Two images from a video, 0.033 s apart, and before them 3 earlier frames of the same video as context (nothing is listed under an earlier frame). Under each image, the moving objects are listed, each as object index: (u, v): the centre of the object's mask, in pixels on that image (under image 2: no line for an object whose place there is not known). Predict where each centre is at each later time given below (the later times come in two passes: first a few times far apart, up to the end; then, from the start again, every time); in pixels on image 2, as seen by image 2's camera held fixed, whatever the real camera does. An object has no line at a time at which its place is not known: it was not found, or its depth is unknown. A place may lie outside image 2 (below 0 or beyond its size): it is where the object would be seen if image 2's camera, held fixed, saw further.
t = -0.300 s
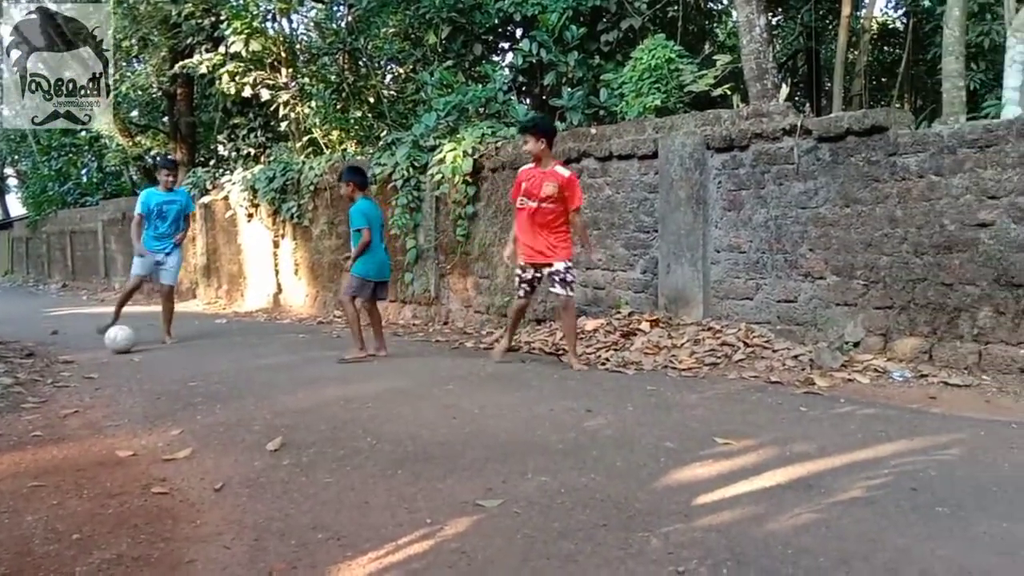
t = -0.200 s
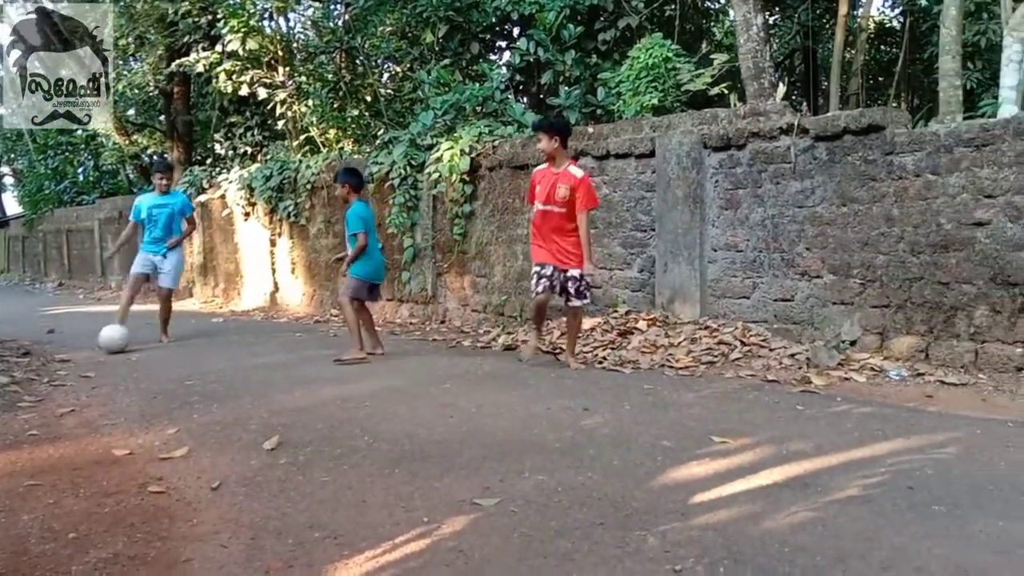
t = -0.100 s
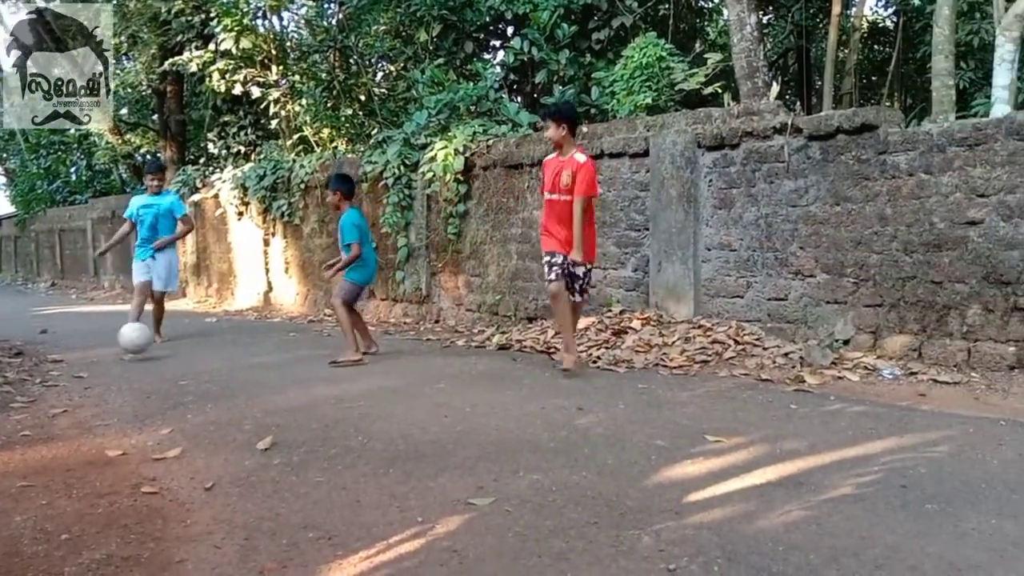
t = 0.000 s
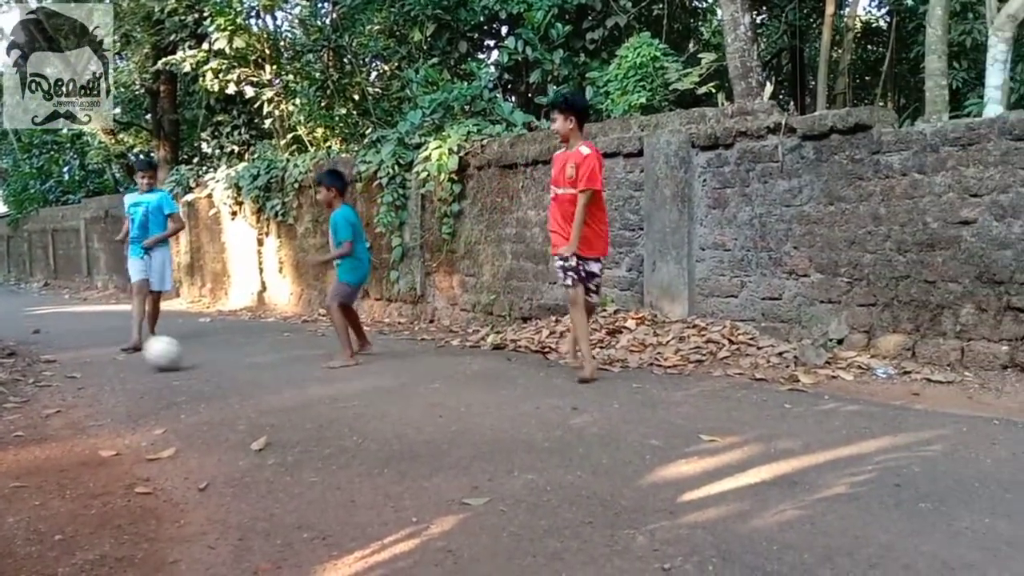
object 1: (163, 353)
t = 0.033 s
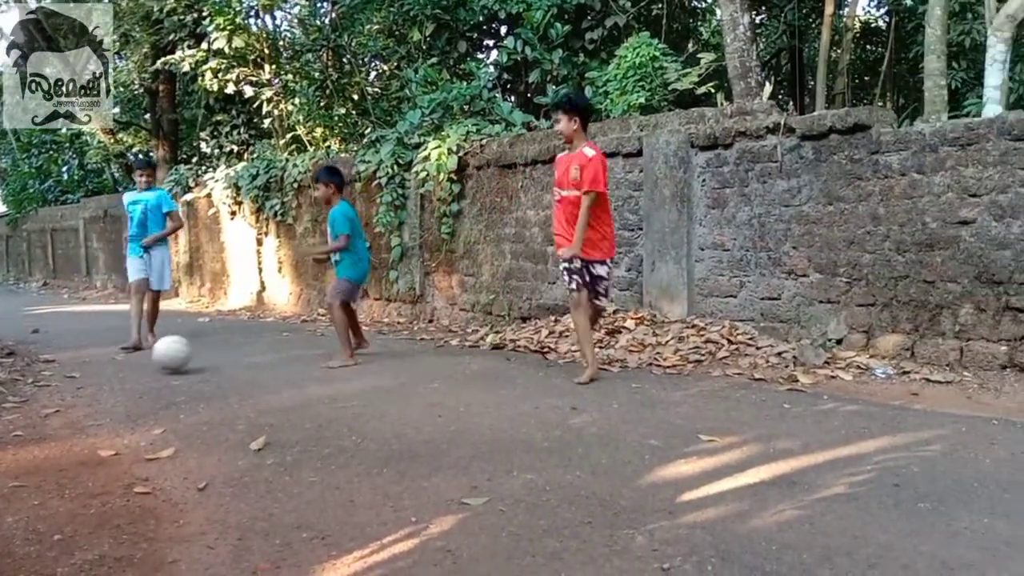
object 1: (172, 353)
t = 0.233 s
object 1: (238, 368)
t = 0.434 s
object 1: (299, 380)
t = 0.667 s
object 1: (380, 412)
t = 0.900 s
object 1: (494, 449)
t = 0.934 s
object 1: (516, 456)
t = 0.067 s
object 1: (181, 351)
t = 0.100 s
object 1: (192, 353)
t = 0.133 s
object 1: (203, 356)
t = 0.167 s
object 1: (215, 363)
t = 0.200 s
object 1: (227, 369)
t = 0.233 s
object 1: (238, 368)
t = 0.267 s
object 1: (248, 370)
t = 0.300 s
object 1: (258, 373)
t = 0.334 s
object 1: (268, 377)
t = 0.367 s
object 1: (280, 382)
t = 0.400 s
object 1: (290, 380)
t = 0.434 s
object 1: (299, 380)
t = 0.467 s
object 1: (309, 383)
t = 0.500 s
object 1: (318, 387)
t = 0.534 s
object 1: (331, 395)
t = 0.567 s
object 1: (342, 400)
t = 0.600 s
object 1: (355, 401)
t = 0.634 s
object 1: (367, 404)
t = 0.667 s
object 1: (380, 412)
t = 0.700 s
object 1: (395, 420)
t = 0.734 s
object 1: (409, 418)
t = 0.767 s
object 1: (424, 423)
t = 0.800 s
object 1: (441, 430)
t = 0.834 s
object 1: (458, 441)
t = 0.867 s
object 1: (476, 447)
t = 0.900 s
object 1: (494, 449)
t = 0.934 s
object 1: (516, 456)
